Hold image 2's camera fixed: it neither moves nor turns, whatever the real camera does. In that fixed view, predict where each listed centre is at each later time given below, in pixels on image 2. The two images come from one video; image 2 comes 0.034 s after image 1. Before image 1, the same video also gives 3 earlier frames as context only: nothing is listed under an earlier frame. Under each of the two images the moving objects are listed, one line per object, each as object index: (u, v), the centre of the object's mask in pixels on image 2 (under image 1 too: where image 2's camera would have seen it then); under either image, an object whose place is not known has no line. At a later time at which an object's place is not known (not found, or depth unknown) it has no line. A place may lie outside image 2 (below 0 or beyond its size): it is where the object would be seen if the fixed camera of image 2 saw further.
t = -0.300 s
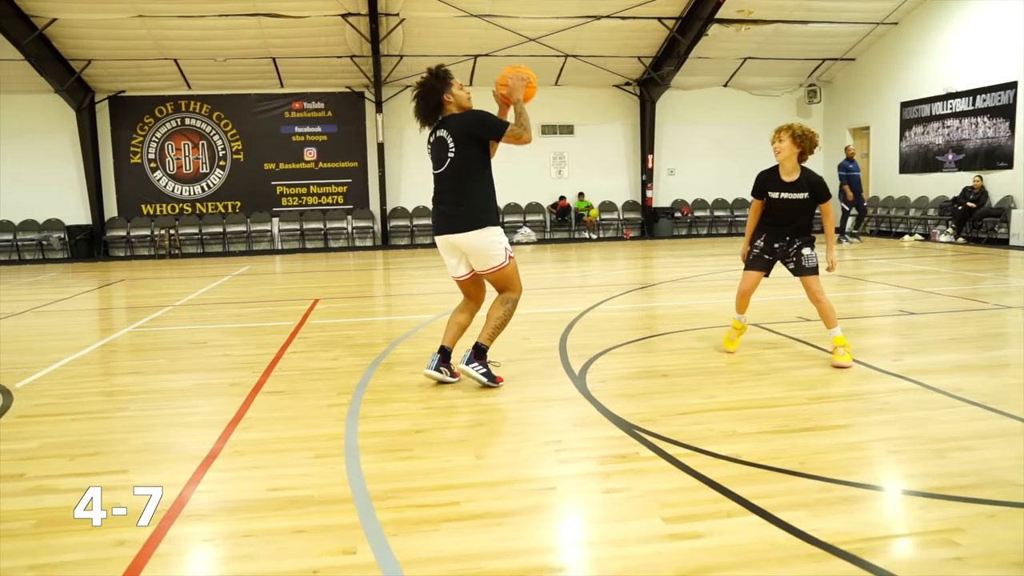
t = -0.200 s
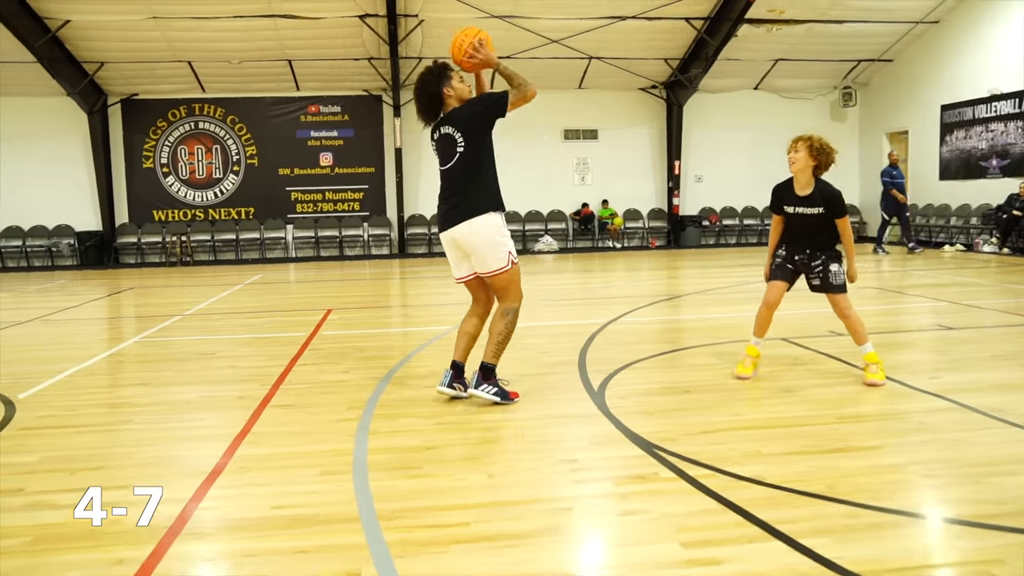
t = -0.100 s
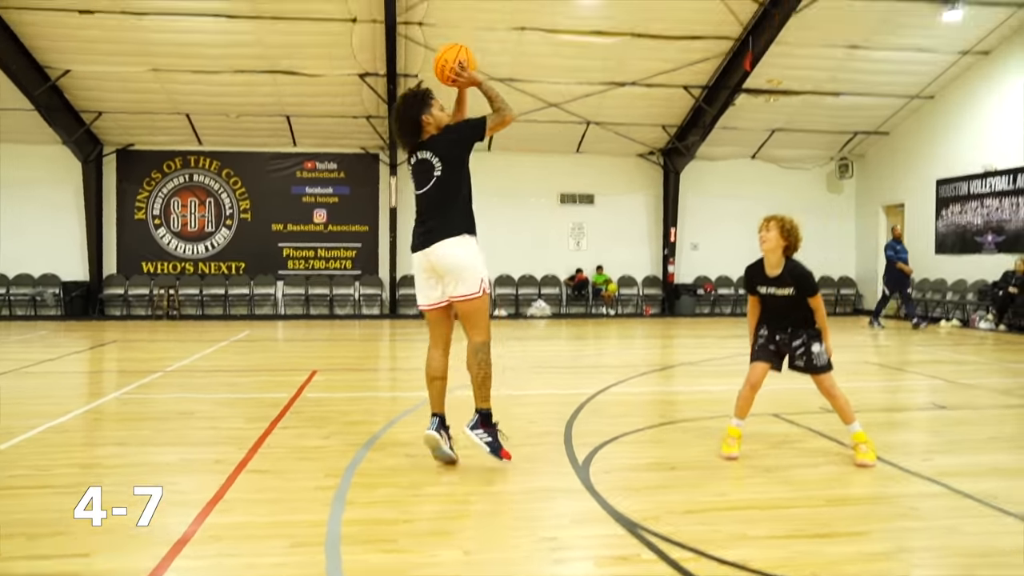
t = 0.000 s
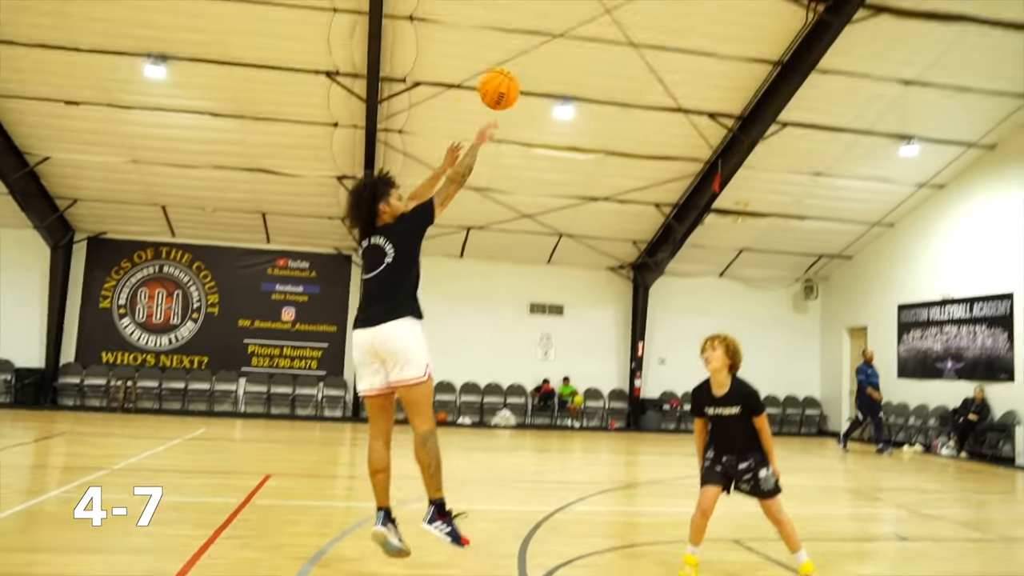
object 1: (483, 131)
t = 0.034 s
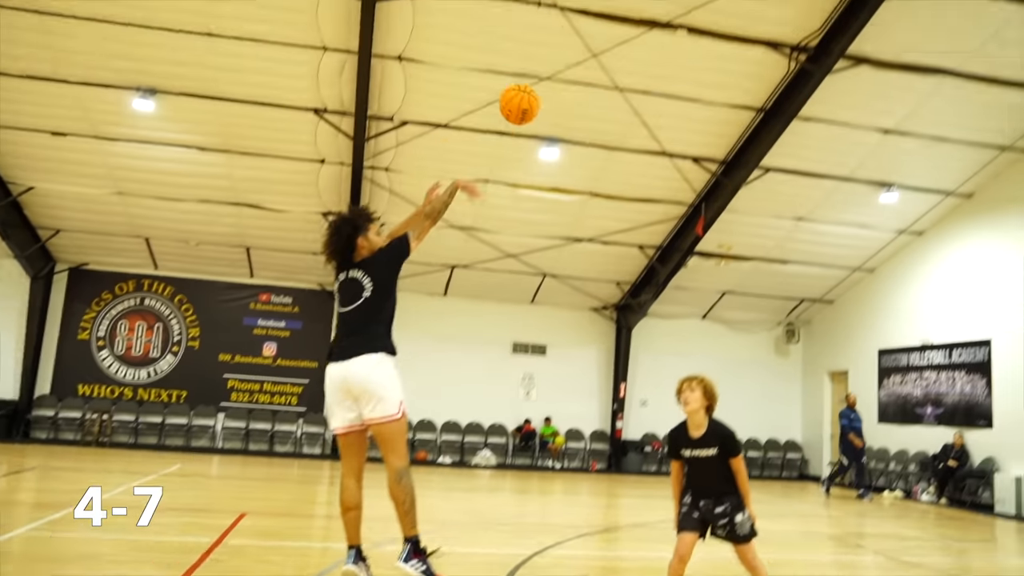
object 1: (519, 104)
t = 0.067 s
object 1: (553, 80)
